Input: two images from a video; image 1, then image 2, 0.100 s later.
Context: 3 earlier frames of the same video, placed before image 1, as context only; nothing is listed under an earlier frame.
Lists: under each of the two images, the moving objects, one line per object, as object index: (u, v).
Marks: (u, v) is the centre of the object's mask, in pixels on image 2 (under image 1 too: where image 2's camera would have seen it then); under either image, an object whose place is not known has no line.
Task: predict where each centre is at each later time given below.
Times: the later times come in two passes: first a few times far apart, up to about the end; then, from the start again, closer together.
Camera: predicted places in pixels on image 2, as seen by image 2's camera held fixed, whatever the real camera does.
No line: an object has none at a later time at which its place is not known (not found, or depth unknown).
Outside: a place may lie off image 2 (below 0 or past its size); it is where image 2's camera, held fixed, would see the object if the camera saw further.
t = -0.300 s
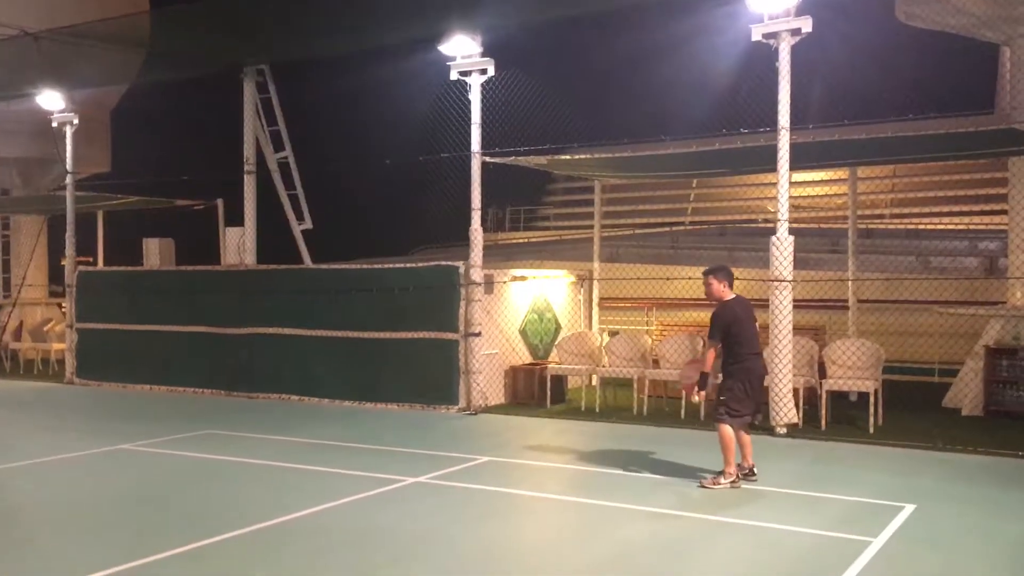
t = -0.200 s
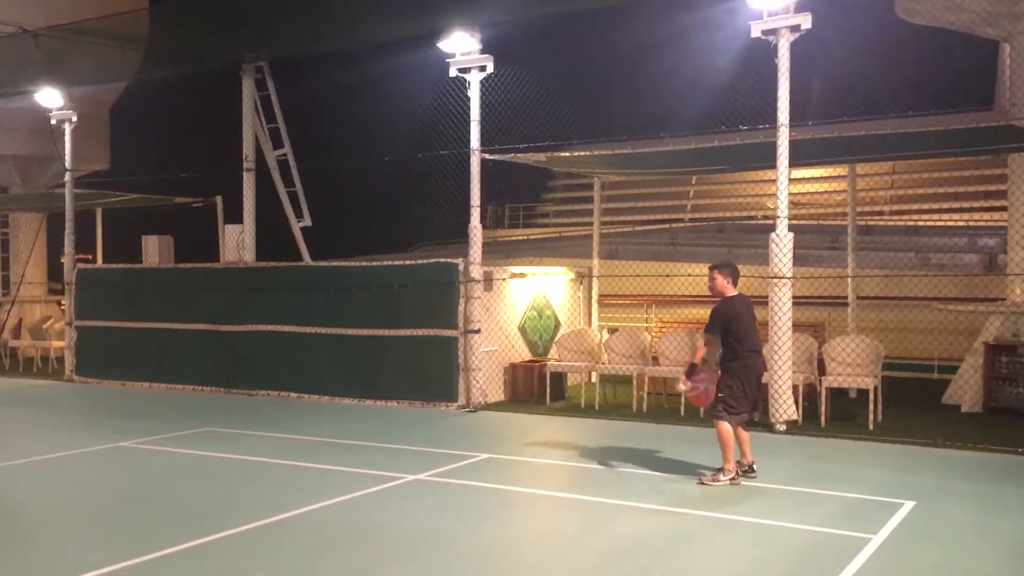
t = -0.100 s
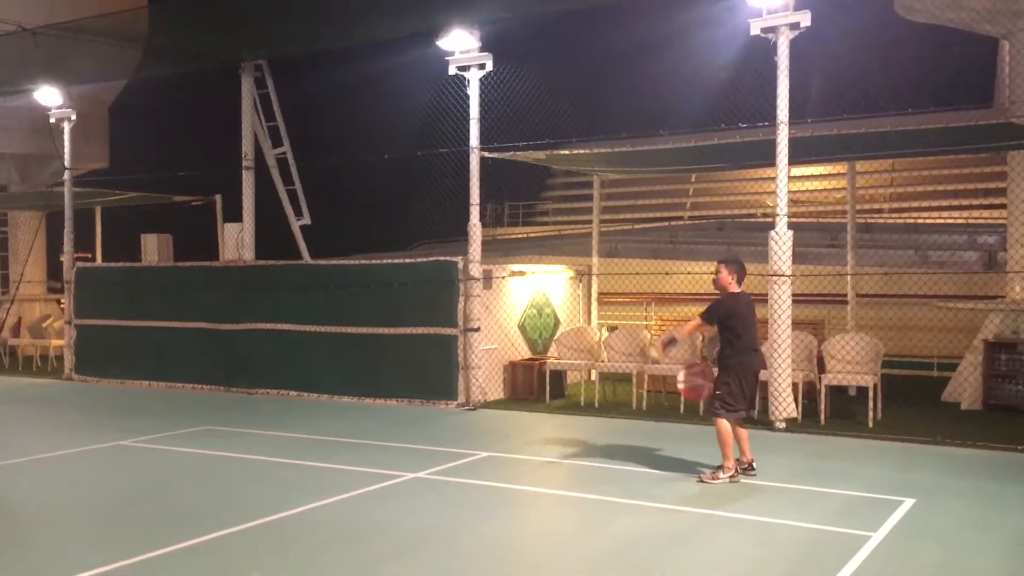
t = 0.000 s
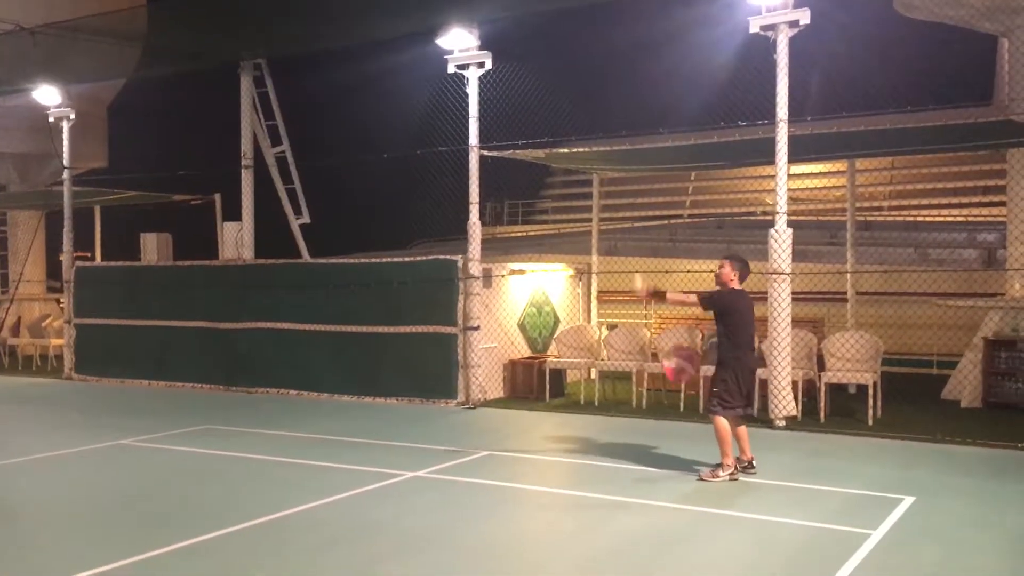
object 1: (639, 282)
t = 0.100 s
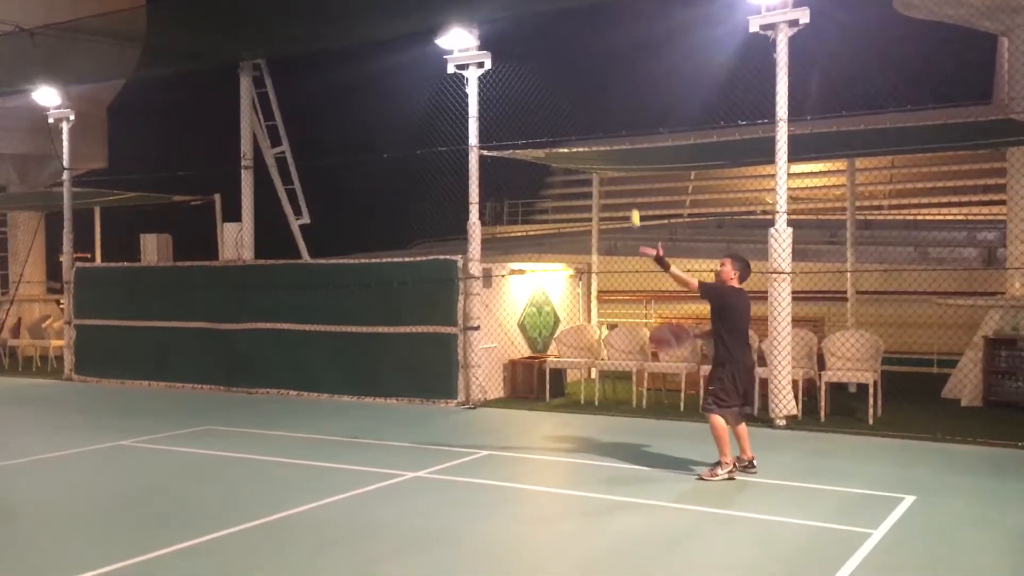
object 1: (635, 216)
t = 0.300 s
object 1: (630, 130)
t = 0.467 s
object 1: (627, 107)
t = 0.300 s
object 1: (630, 130)
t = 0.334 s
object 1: (630, 123)
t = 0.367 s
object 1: (628, 117)
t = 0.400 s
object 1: (628, 112)
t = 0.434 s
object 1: (627, 109)
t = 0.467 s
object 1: (627, 107)
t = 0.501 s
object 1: (626, 106)
